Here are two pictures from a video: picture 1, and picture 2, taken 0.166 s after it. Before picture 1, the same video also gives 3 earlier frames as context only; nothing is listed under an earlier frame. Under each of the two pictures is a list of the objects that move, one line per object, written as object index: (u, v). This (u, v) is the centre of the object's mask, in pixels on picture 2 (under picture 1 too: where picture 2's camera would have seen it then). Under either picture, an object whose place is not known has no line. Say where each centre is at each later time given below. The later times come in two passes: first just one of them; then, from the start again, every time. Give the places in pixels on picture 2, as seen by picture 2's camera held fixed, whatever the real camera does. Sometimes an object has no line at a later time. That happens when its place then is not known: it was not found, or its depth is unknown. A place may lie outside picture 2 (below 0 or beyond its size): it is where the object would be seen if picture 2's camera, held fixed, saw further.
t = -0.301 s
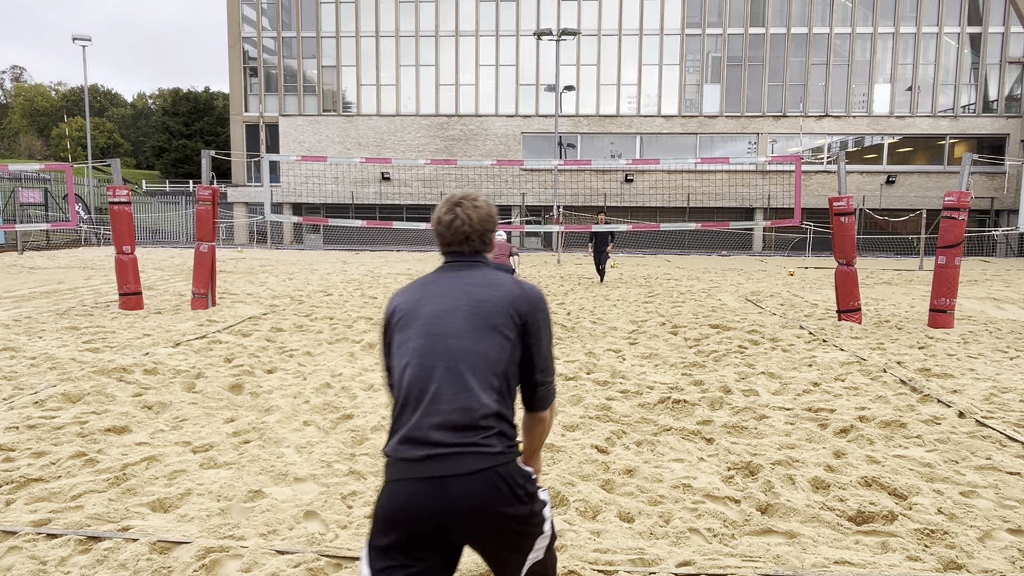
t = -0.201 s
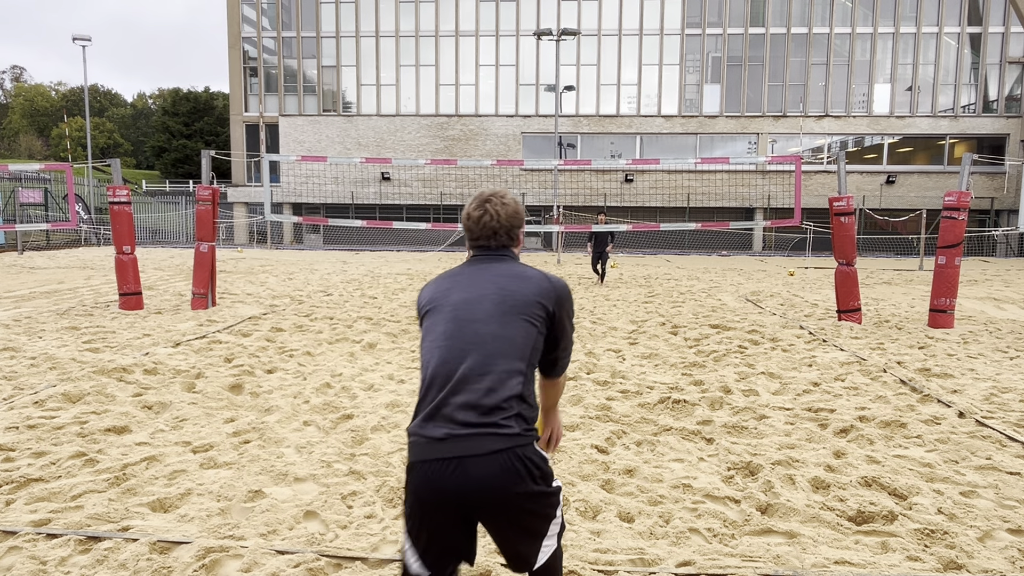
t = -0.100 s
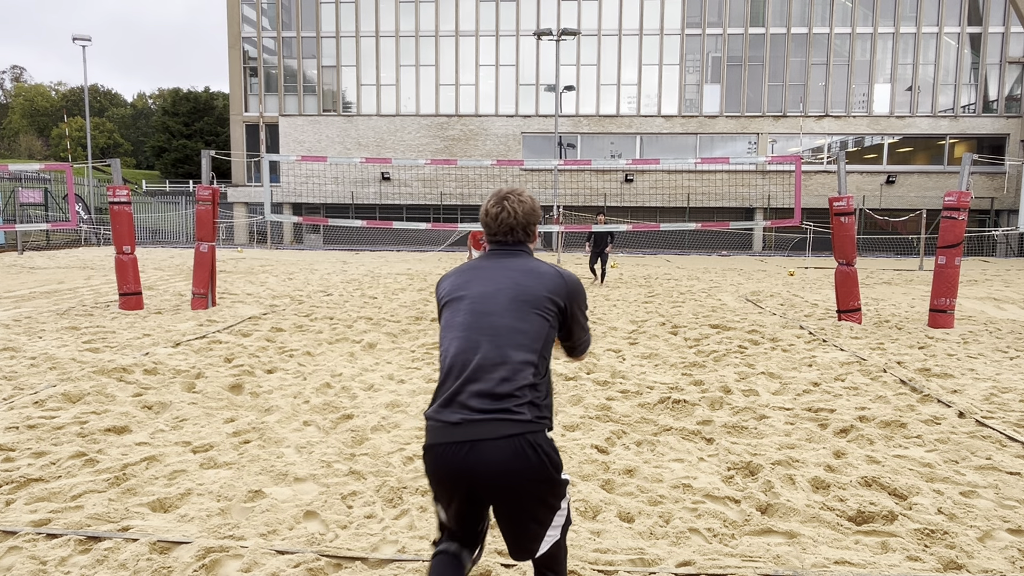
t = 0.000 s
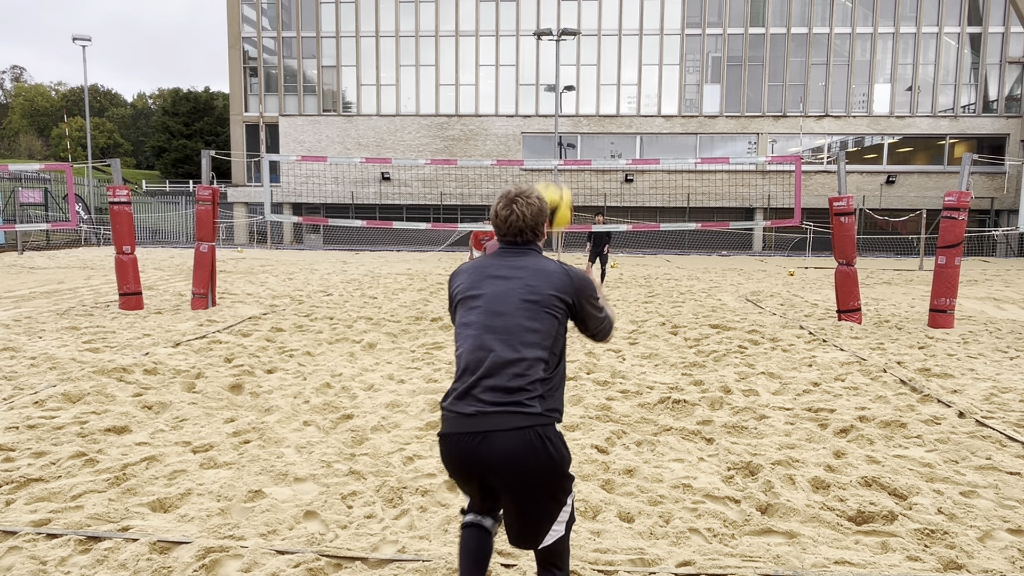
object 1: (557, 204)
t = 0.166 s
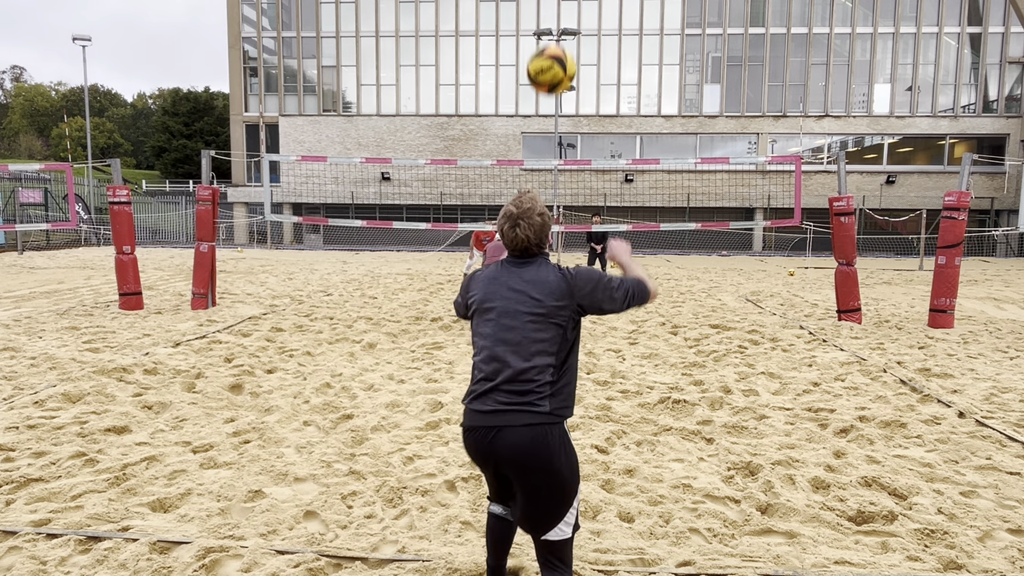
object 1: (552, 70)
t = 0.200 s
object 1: (552, 49)
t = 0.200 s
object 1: (552, 49)
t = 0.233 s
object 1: (552, 33)
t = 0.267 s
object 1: (552, 21)
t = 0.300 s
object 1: (552, 15)
